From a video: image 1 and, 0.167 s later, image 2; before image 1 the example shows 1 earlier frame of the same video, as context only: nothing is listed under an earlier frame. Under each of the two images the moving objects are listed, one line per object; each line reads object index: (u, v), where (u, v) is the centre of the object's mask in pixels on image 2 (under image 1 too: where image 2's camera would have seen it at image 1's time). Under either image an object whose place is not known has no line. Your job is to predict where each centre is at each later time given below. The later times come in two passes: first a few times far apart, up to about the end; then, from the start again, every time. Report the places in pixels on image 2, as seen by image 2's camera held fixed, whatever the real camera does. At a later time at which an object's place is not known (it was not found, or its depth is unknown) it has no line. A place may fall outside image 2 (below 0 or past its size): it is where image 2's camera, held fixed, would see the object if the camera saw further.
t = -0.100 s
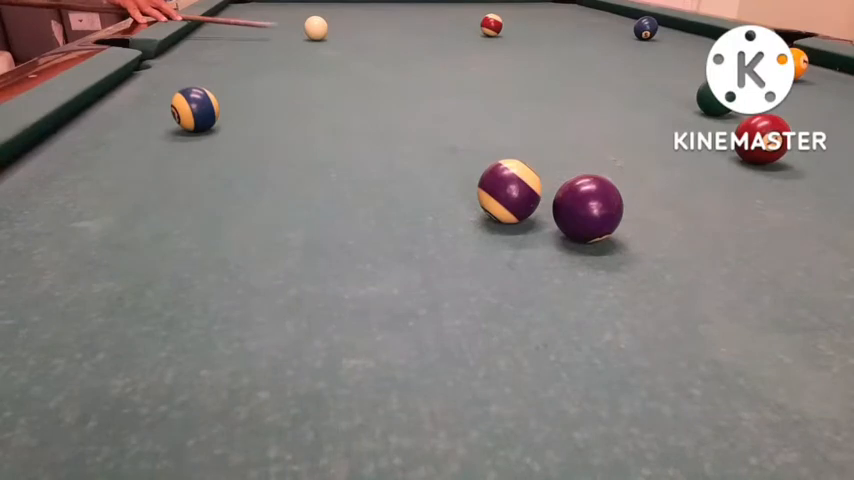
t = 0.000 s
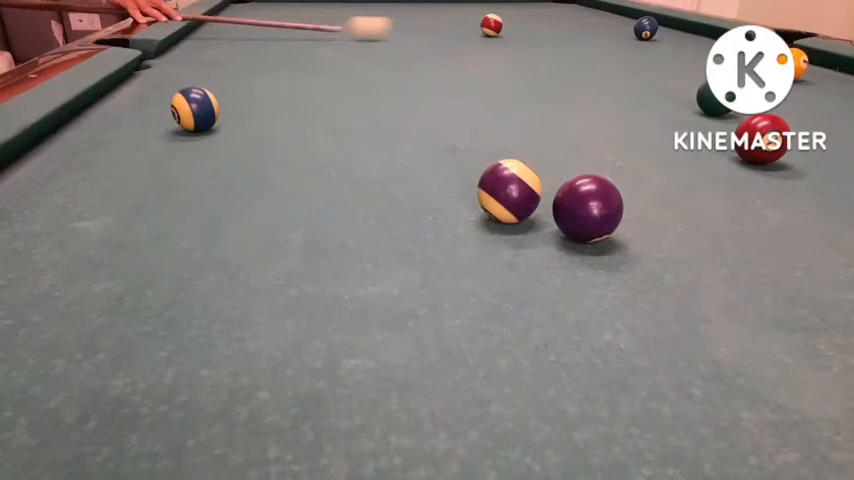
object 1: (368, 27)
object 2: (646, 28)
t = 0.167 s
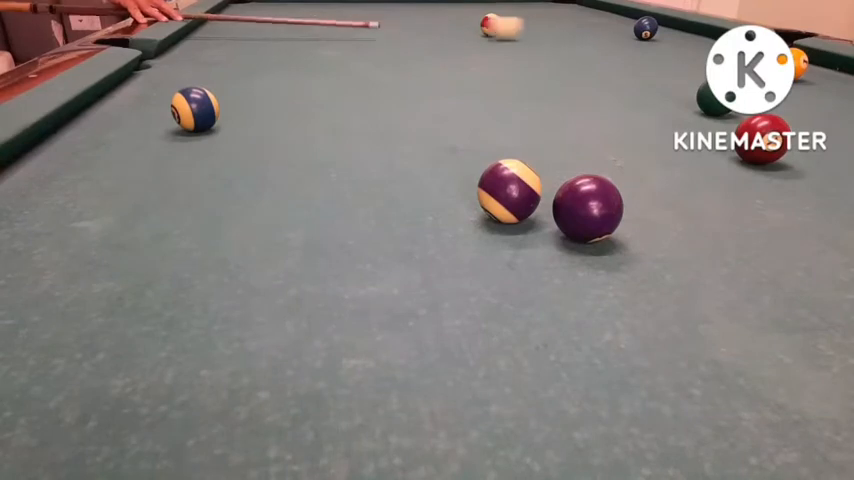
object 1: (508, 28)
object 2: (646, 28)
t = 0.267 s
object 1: (573, 27)
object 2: (645, 28)
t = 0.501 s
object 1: (632, 26)
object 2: (686, 29)
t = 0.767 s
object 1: (667, 23)
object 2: (622, 32)
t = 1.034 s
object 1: (658, 21)
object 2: (554, 35)
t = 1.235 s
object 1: (639, 21)
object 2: (503, 38)
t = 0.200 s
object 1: (528, 28)
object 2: (646, 28)
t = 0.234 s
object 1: (550, 27)
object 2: (646, 28)
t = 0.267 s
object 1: (573, 27)
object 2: (645, 28)
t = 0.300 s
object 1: (595, 27)
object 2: (646, 28)
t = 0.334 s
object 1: (616, 27)
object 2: (646, 27)
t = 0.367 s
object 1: (622, 28)
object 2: (660, 28)
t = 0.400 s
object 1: (623, 27)
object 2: (681, 28)
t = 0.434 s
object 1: (625, 26)
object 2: (698, 28)
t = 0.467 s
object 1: (628, 26)
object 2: (695, 28)
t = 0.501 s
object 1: (632, 26)
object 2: (686, 29)
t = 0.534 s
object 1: (637, 26)
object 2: (679, 29)
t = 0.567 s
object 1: (641, 25)
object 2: (671, 29)
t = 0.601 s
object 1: (644, 24)
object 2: (664, 30)
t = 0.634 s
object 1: (648, 22)
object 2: (655, 33)
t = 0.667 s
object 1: (658, 20)
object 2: (645, 32)
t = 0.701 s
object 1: (659, 23)
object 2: (637, 32)
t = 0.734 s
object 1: (662, 23)
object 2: (630, 32)
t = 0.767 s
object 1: (667, 23)
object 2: (622, 32)
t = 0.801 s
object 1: (670, 23)
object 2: (613, 33)
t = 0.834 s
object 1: (674, 22)
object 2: (605, 34)
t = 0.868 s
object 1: (674, 22)
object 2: (597, 33)
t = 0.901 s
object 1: (671, 22)
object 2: (588, 34)
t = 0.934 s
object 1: (668, 22)
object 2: (580, 34)
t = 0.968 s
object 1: (665, 22)
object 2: (571, 35)
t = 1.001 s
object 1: (661, 22)
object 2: (562, 35)
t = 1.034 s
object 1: (658, 21)
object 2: (554, 35)
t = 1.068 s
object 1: (655, 22)
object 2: (545, 36)
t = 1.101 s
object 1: (652, 21)
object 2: (537, 36)
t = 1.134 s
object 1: (649, 21)
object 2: (529, 36)
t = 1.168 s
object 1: (646, 21)
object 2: (520, 37)
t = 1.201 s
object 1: (643, 21)
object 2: (511, 37)
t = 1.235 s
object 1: (639, 21)
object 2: (503, 38)
